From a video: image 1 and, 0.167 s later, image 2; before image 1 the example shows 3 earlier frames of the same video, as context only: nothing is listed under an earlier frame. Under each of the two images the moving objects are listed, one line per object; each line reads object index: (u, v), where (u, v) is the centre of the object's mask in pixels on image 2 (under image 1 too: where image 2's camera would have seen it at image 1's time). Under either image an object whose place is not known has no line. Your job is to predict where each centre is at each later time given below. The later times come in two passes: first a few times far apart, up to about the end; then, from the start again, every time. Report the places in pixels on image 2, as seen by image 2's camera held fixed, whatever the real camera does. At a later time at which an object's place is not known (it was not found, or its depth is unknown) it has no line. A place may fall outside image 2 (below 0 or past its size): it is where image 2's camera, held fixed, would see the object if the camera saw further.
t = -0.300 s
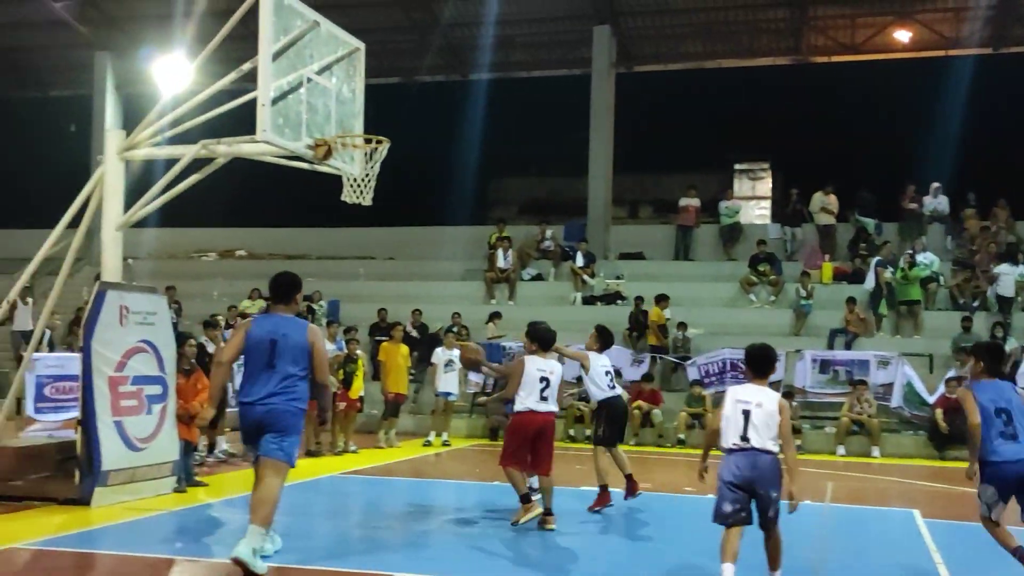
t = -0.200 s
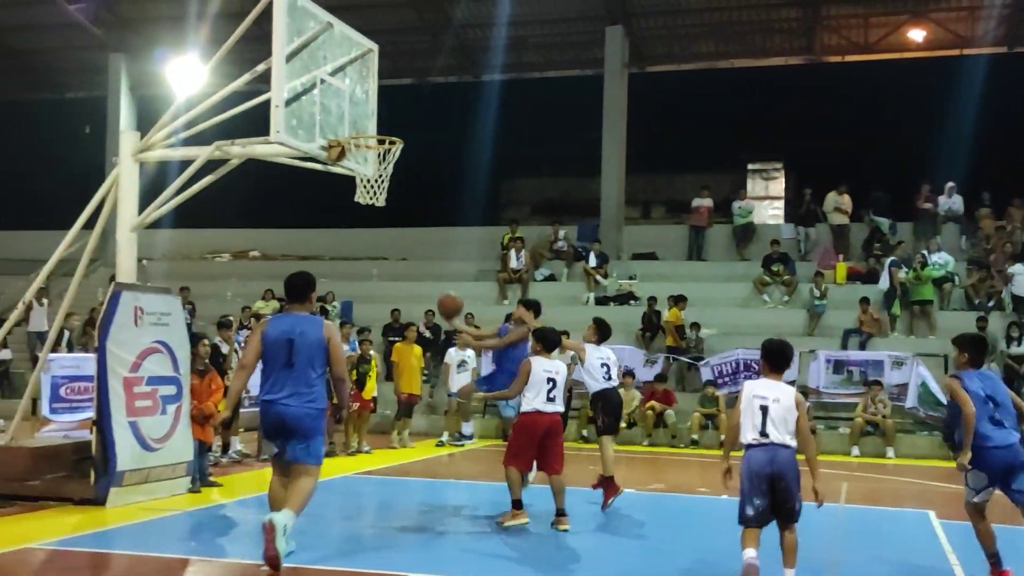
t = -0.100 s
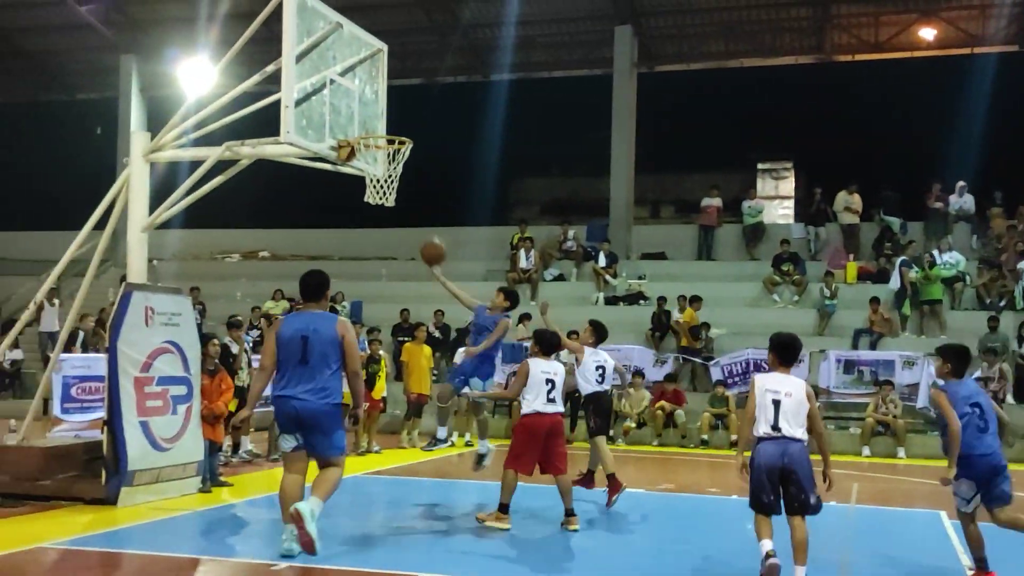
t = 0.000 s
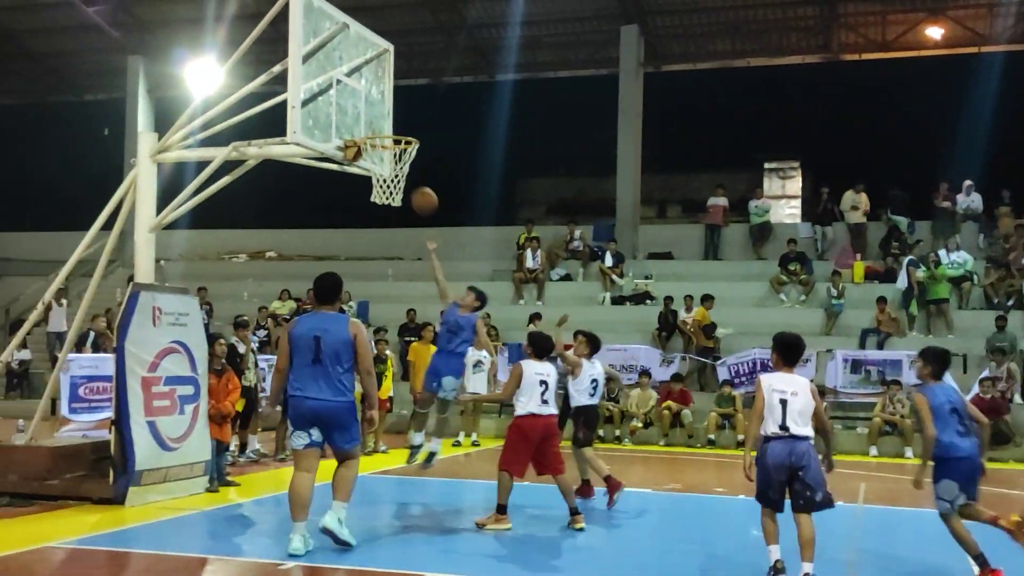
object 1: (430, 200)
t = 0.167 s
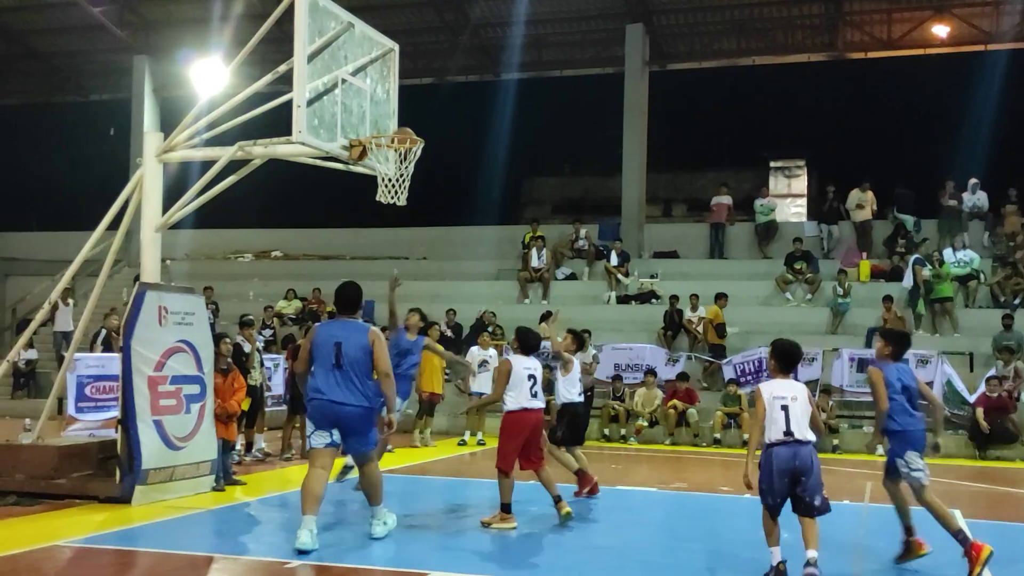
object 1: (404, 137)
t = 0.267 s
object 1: (390, 120)
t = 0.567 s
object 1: (404, 119)
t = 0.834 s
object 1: (386, 161)
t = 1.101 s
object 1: (379, 198)
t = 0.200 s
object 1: (399, 128)
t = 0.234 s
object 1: (393, 125)
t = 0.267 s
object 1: (390, 120)
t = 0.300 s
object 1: (391, 116)
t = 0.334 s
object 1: (393, 112)
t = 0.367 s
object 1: (395, 109)
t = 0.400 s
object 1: (396, 108)
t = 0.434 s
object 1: (398, 107)
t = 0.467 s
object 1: (399, 108)
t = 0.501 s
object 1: (401, 110)
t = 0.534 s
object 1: (402, 114)
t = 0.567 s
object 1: (404, 119)
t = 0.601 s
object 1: (405, 124)
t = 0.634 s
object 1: (407, 128)
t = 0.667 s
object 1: (404, 135)
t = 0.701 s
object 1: (400, 139)
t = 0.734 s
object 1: (398, 143)
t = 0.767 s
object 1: (394, 151)
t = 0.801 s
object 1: (389, 156)
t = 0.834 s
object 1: (386, 161)
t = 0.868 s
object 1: (383, 169)
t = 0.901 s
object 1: (381, 172)
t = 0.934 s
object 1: (378, 171)
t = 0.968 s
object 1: (383, 187)
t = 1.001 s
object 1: (380, 187)
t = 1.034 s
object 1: (379, 189)
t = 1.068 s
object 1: (379, 192)
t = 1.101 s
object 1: (379, 198)
